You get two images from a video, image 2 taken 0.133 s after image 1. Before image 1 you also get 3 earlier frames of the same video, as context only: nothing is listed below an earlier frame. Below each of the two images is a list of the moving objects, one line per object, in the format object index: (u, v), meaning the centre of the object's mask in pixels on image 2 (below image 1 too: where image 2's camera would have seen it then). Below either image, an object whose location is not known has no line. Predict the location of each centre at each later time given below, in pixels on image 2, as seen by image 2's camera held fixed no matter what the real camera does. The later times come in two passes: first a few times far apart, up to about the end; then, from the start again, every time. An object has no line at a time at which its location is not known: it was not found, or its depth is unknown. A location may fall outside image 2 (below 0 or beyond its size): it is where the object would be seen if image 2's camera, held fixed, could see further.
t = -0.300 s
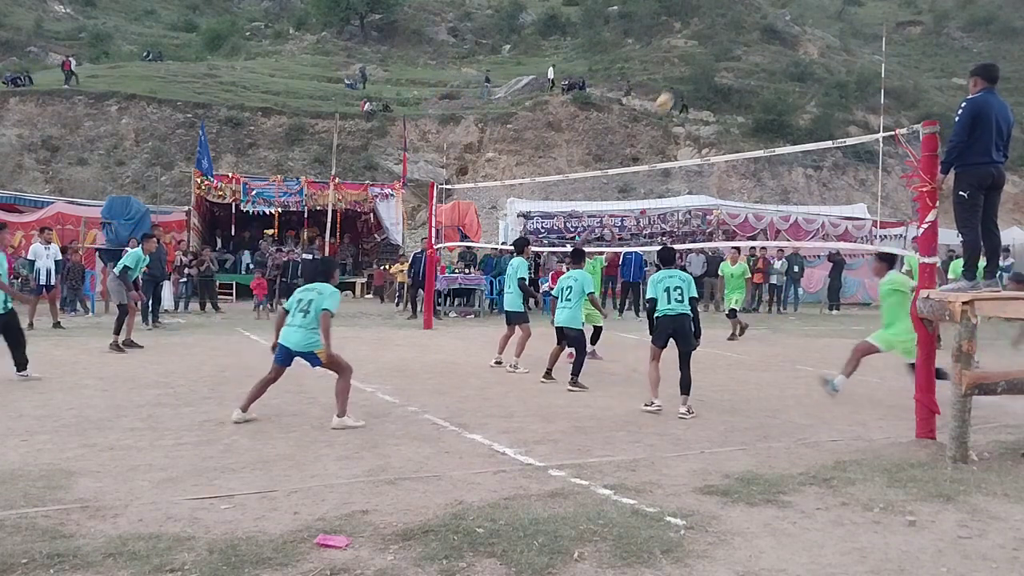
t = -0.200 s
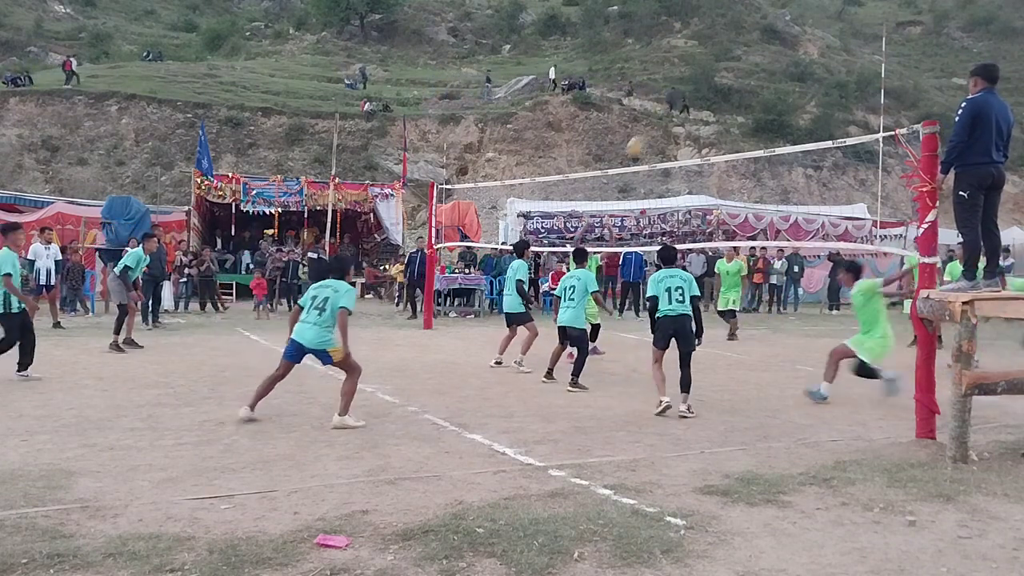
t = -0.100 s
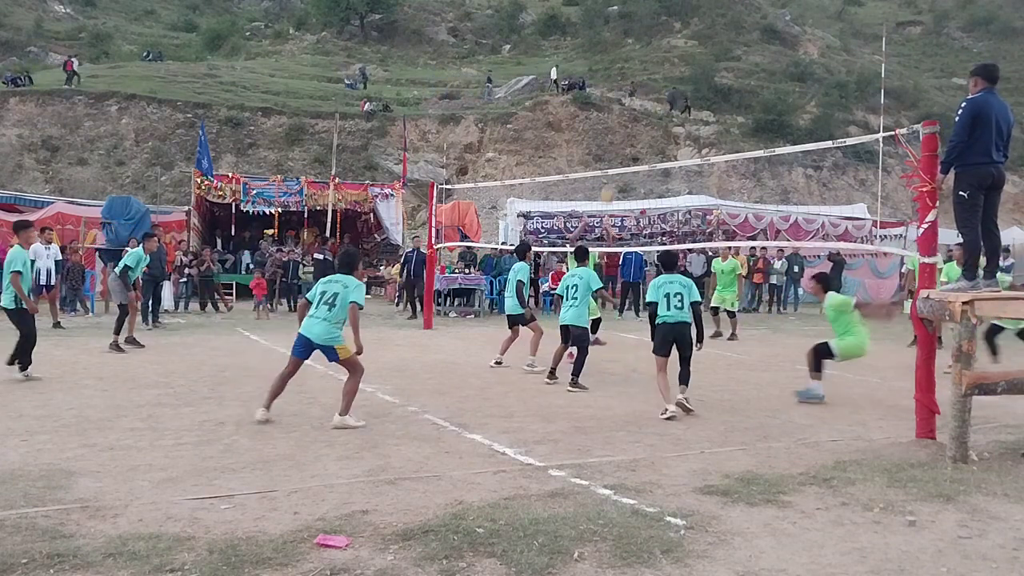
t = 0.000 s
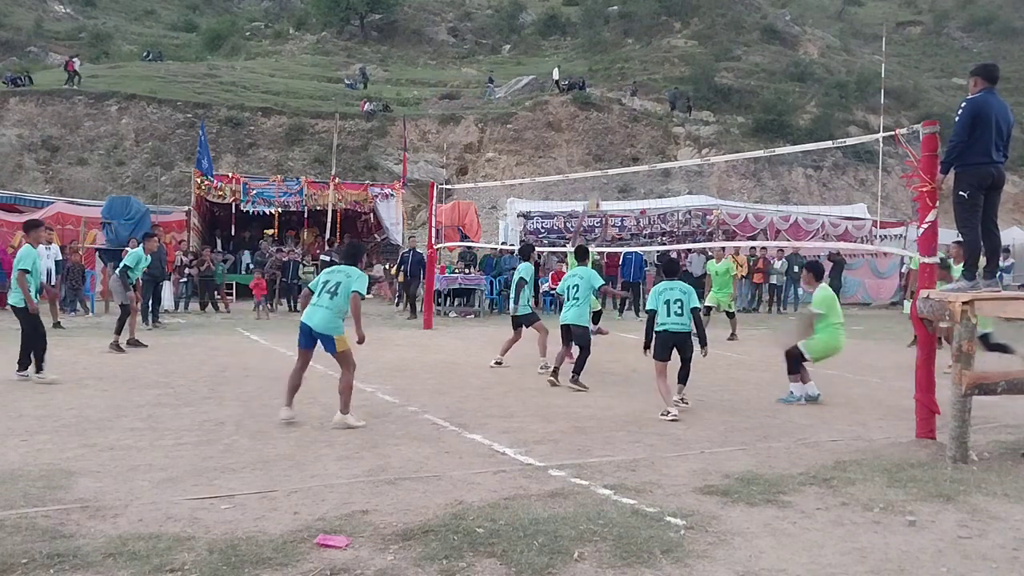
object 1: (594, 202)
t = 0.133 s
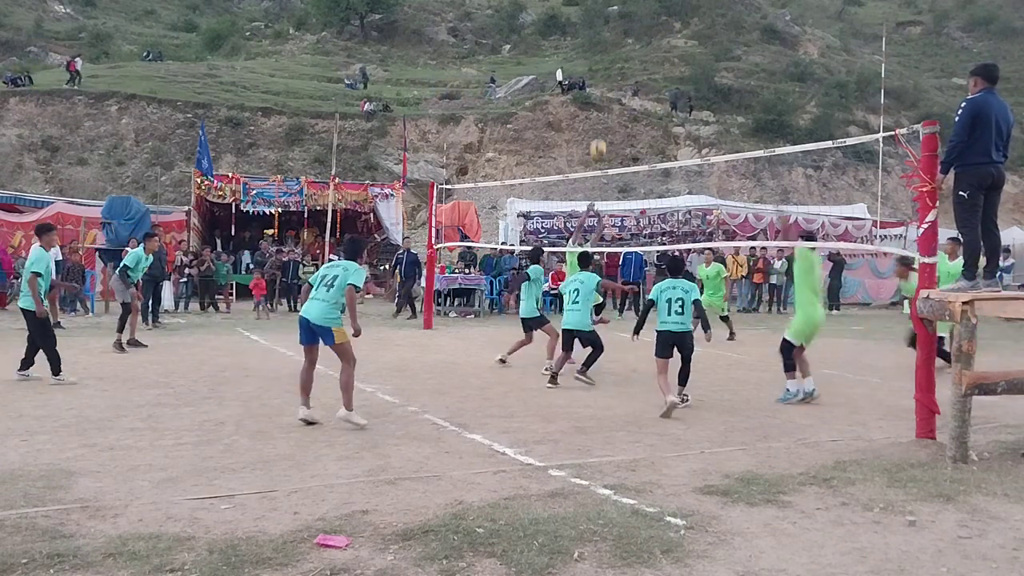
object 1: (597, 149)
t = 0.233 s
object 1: (601, 114)
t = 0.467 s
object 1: (606, 68)
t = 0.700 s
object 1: (611, 62)
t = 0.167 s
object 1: (599, 137)
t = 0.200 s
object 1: (600, 125)
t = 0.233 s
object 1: (601, 114)
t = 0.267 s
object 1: (602, 105)
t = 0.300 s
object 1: (602, 98)
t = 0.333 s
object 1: (604, 89)
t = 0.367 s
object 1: (604, 82)
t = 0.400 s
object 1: (605, 76)
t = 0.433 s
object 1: (605, 71)
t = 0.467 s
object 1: (606, 68)
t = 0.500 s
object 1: (607, 64)
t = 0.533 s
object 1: (608, 62)
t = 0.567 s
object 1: (608, 60)
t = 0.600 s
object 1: (609, 60)
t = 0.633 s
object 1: (609, 59)
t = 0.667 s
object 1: (610, 60)
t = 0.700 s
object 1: (611, 62)
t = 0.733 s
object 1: (611, 65)
